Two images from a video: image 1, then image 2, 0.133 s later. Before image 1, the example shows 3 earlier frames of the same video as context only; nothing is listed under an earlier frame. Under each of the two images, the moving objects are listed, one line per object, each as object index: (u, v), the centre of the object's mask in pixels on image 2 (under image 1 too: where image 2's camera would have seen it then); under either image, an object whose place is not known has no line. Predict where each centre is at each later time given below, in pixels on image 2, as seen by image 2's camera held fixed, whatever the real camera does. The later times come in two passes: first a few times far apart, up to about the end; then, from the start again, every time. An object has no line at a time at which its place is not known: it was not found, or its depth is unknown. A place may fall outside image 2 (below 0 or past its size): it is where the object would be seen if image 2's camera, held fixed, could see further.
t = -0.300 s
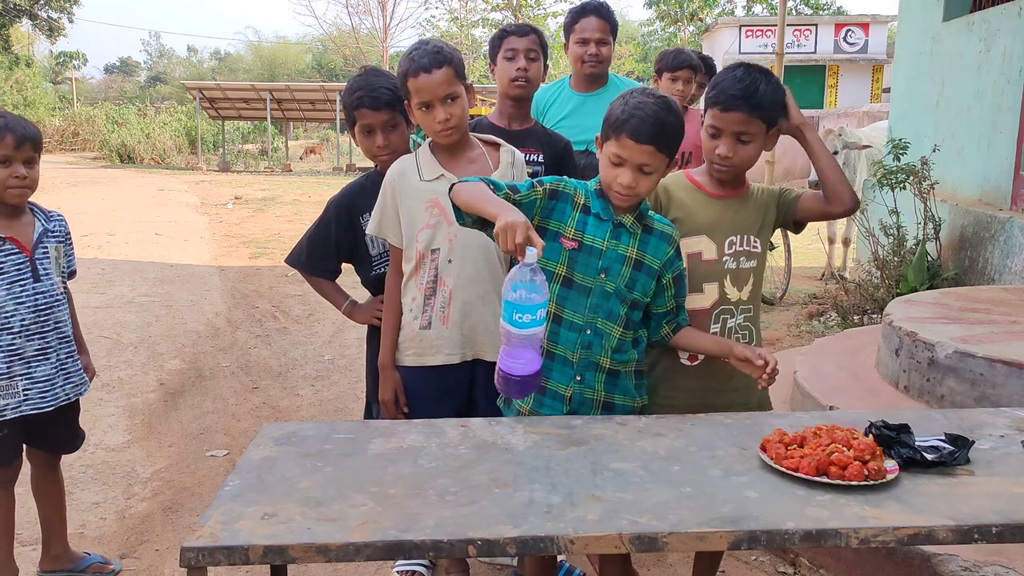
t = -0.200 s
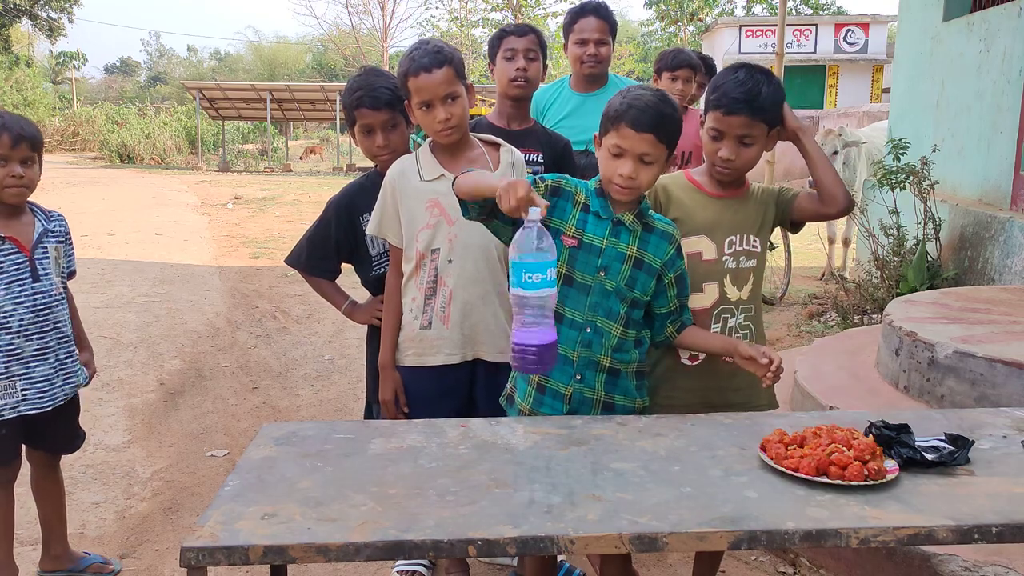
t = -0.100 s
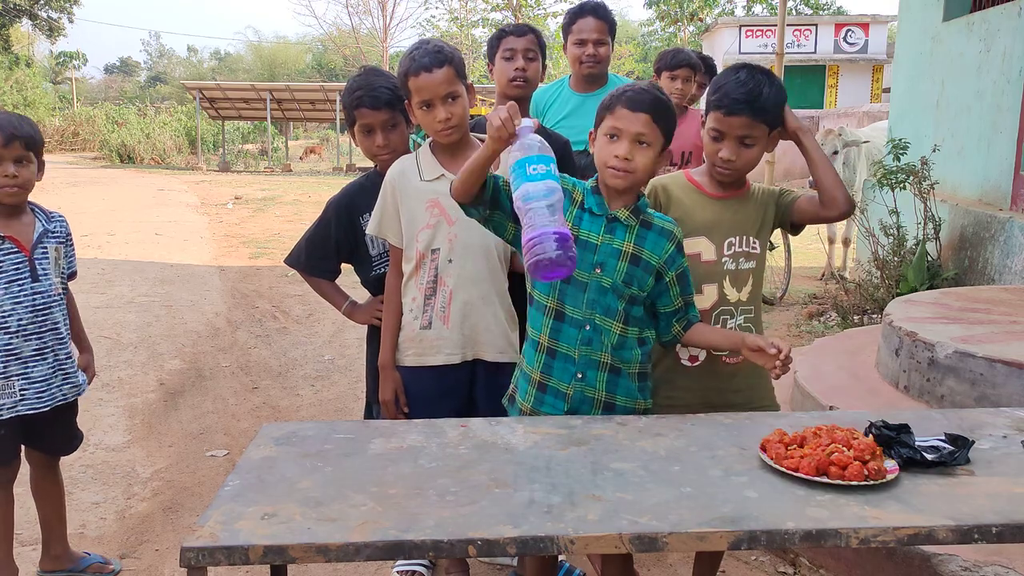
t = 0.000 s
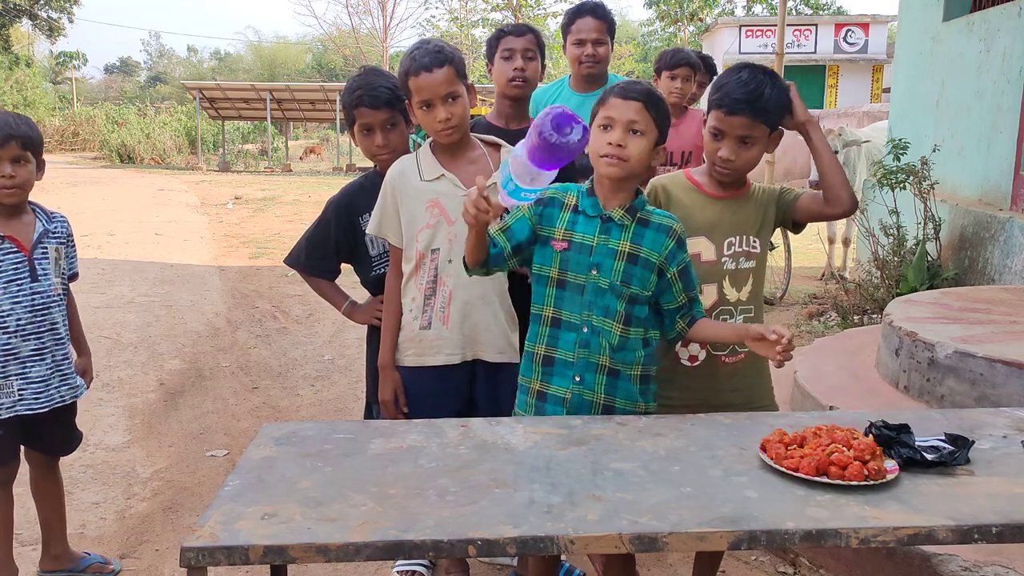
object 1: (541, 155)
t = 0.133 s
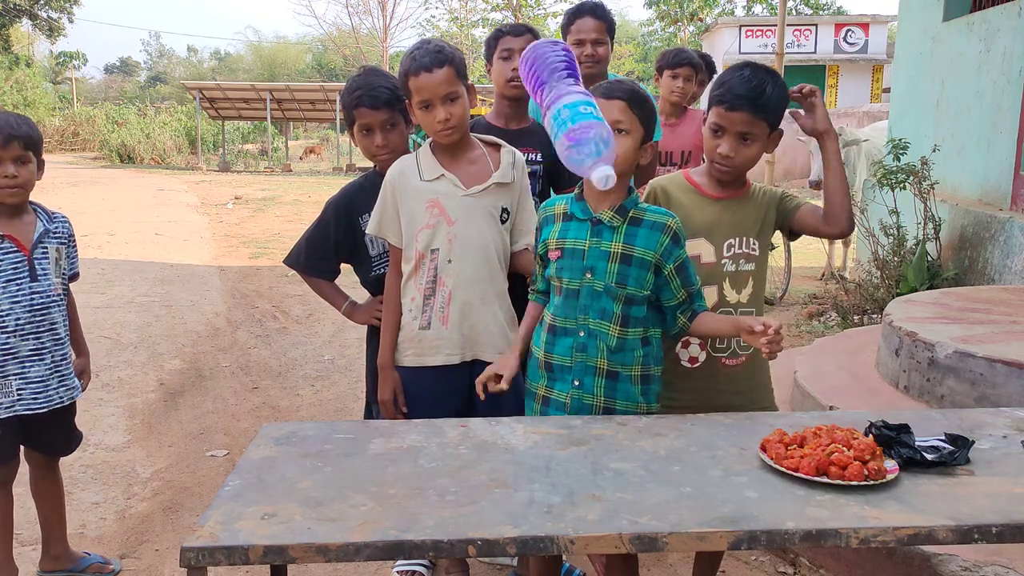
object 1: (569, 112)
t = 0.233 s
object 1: (570, 116)
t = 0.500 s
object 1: (574, 430)
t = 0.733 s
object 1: (612, 497)
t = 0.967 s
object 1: (629, 496)
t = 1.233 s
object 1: (622, 497)
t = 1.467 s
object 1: (610, 498)
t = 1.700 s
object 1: (601, 499)
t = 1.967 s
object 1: (585, 501)
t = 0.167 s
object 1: (571, 100)
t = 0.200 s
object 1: (571, 102)
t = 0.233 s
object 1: (570, 116)
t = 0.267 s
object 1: (569, 142)
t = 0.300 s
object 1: (569, 178)
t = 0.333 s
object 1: (567, 223)
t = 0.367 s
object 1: (565, 277)
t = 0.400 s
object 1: (563, 340)
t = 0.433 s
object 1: (562, 411)
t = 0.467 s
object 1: (567, 423)
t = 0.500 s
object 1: (574, 430)
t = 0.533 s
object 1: (580, 439)
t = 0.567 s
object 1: (585, 448)
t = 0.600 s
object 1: (591, 462)
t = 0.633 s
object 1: (599, 481)
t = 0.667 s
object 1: (605, 498)
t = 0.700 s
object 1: (609, 497)
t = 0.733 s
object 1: (612, 497)
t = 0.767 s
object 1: (615, 497)
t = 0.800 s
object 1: (619, 497)
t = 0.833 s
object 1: (623, 497)
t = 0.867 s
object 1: (625, 497)
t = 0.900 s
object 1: (627, 496)
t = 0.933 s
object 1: (628, 496)
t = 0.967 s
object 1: (629, 496)
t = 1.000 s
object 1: (632, 497)
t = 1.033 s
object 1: (634, 497)
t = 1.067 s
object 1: (633, 496)
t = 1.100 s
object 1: (631, 497)
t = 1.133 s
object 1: (629, 497)
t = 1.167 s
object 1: (626, 497)
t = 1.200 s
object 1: (624, 497)
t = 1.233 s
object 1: (622, 497)
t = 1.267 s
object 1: (621, 498)
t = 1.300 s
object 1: (620, 497)
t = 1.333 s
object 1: (619, 497)
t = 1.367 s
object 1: (615, 498)
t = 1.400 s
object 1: (613, 498)
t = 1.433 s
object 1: (611, 498)
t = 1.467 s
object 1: (610, 498)
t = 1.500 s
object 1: (610, 498)
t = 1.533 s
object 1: (610, 498)
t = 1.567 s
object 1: (609, 498)
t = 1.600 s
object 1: (607, 499)
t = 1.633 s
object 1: (604, 499)
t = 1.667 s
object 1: (602, 499)
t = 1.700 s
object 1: (601, 499)
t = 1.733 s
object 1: (601, 499)
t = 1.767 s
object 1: (600, 499)
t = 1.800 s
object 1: (598, 500)
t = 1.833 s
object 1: (595, 501)
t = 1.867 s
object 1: (591, 501)
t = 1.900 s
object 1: (588, 501)
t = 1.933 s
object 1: (586, 502)
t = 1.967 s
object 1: (585, 501)
